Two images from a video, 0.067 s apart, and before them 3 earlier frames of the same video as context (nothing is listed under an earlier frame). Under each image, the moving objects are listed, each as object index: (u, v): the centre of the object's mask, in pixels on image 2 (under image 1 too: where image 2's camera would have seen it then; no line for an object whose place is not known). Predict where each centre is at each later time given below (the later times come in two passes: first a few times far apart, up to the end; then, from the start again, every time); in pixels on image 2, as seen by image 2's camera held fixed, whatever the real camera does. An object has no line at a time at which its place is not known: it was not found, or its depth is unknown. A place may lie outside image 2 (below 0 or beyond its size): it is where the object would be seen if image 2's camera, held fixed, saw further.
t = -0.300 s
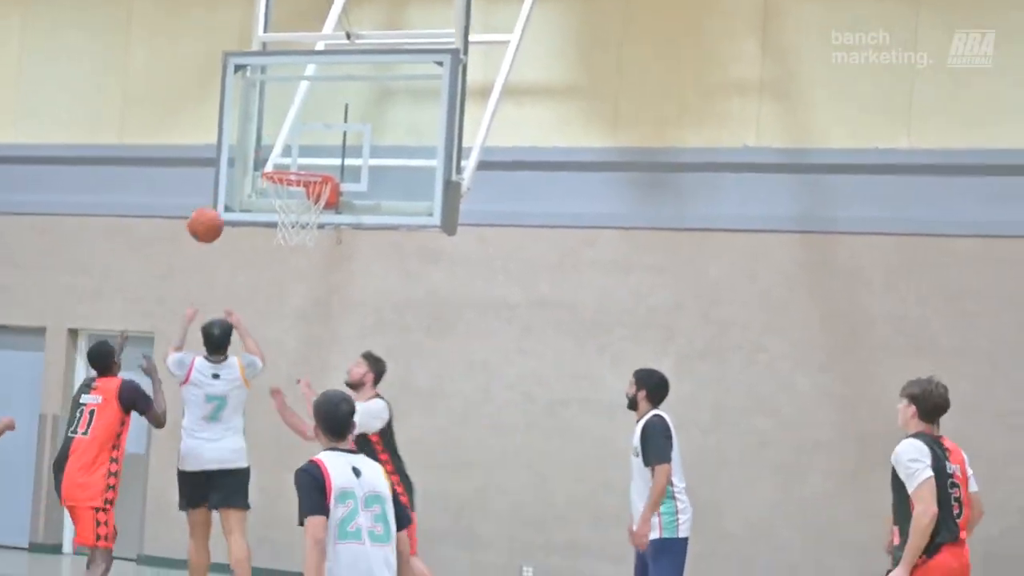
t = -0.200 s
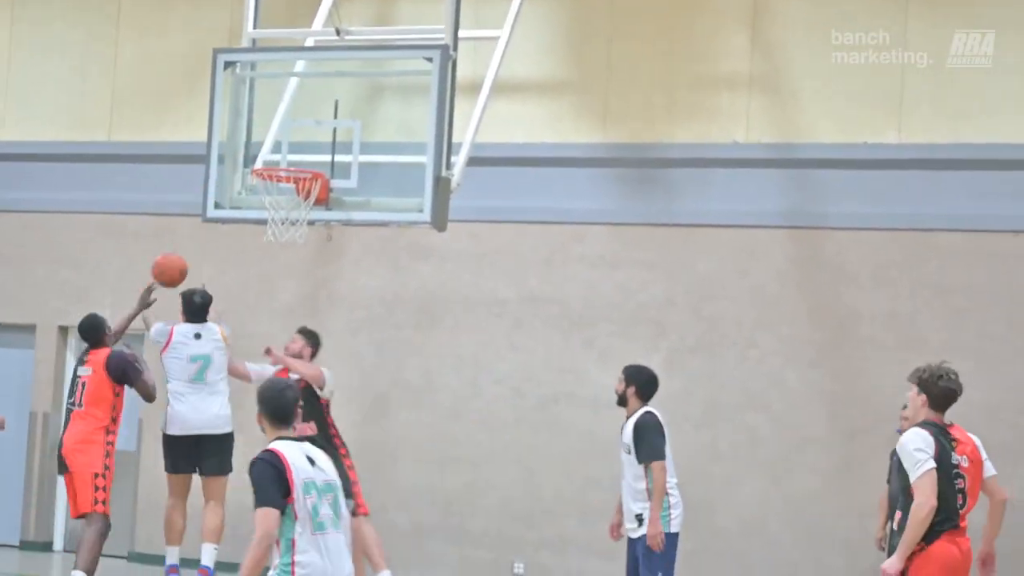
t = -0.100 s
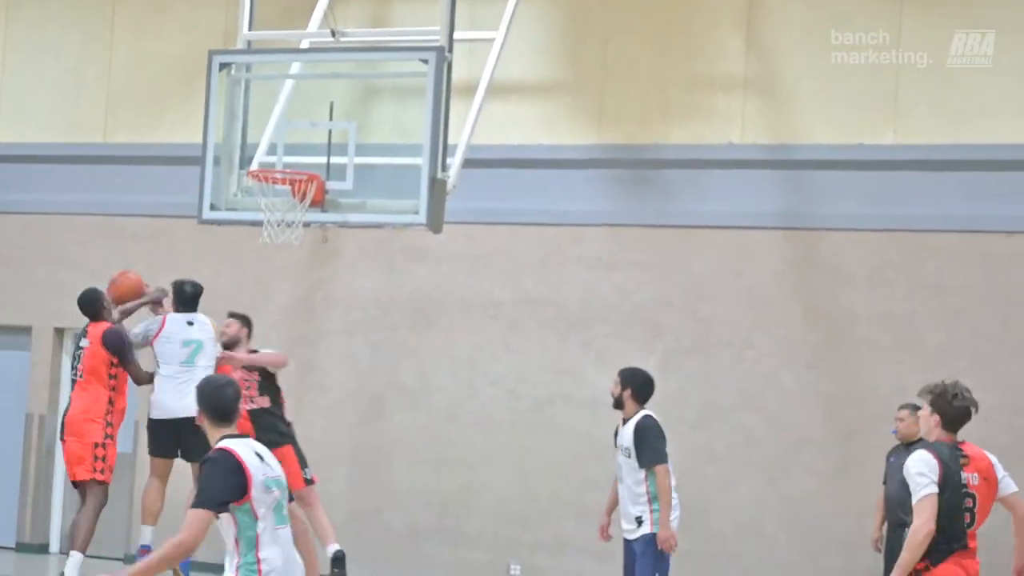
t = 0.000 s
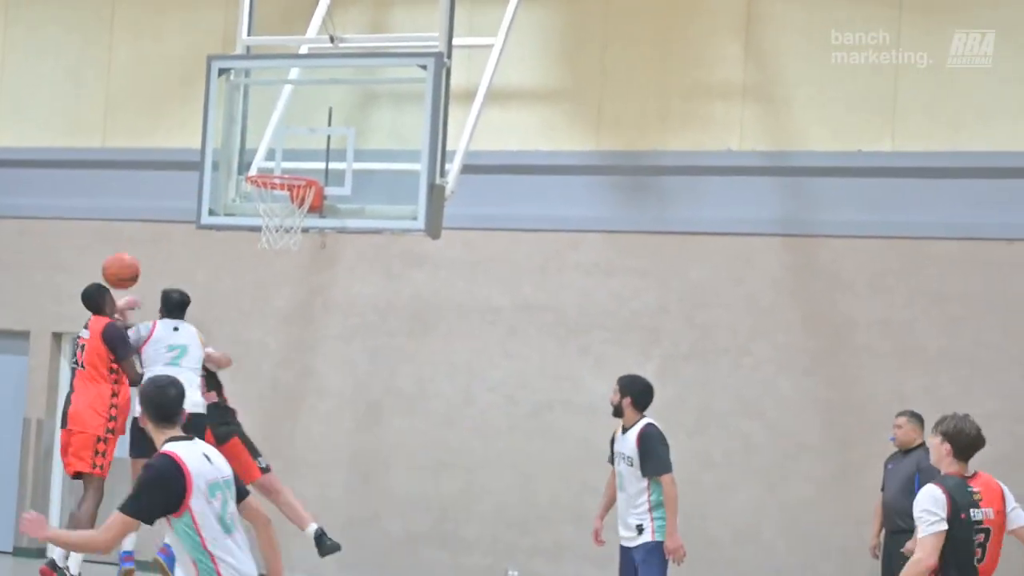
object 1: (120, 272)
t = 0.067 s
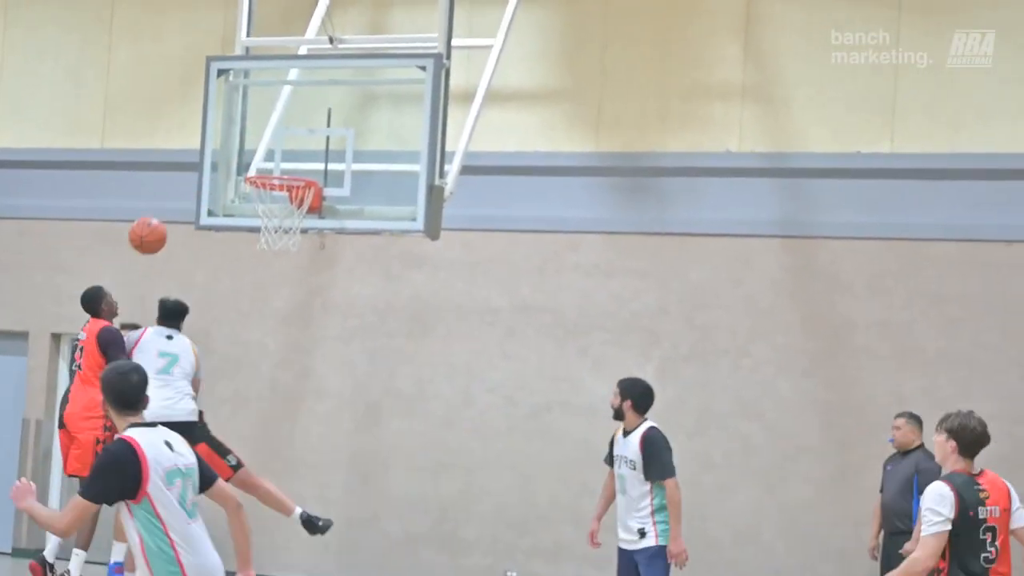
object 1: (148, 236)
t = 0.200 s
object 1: (202, 182)
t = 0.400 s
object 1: (284, 153)
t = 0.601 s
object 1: (363, 187)
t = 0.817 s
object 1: (444, 302)
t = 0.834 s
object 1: (450, 315)
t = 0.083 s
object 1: (155, 227)
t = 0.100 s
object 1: (162, 220)
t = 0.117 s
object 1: (168, 212)
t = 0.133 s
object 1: (175, 206)
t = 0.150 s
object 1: (182, 199)
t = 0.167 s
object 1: (189, 194)
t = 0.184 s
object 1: (195, 187)
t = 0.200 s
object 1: (202, 182)
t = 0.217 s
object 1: (209, 178)
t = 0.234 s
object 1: (217, 173)
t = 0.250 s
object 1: (224, 170)
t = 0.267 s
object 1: (230, 166)
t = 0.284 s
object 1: (236, 163)
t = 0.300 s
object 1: (243, 160)
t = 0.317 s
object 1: (250, 158)
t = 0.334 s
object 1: (257, 156)
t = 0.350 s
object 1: (263, 155)
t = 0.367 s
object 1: (270, 154)
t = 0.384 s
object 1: (277, 153)
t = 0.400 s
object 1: (284, 153)
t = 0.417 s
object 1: (290, 153)
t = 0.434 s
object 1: (297, 154)
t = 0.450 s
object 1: (303, 155)
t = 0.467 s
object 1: (310, 157)
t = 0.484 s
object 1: (317, 159)
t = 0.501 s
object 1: (324, 162)
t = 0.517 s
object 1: (331, 165)
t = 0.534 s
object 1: (337, 168)
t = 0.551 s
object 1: (344, 172)
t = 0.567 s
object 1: (350, 177)
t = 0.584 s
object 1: (357, 182)
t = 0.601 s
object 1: (363, 187)
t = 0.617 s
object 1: (369, 193)
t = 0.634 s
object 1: (376, 199)
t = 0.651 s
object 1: (382, 205)
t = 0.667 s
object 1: (388, 214)
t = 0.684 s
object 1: (394, 221)
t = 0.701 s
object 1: (401, 229)
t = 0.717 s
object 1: (407, 237)
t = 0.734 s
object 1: (413, 247)
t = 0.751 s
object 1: (419, 257)
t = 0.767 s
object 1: (426, 268)
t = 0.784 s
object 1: (431, 279)
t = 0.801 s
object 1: (438, 291)
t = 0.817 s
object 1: (444, 302)
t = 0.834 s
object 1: (450, 315)
